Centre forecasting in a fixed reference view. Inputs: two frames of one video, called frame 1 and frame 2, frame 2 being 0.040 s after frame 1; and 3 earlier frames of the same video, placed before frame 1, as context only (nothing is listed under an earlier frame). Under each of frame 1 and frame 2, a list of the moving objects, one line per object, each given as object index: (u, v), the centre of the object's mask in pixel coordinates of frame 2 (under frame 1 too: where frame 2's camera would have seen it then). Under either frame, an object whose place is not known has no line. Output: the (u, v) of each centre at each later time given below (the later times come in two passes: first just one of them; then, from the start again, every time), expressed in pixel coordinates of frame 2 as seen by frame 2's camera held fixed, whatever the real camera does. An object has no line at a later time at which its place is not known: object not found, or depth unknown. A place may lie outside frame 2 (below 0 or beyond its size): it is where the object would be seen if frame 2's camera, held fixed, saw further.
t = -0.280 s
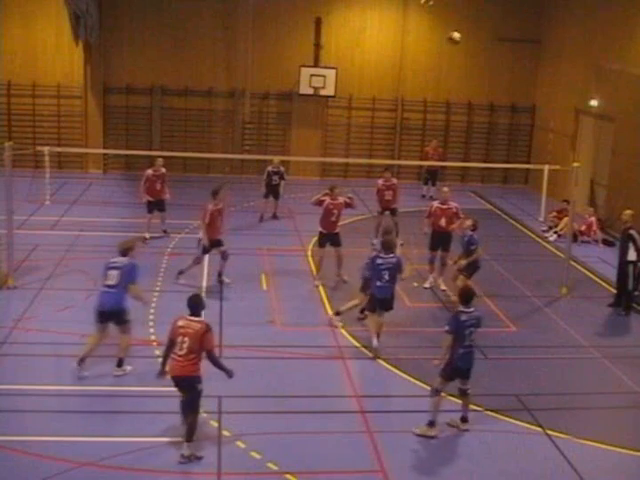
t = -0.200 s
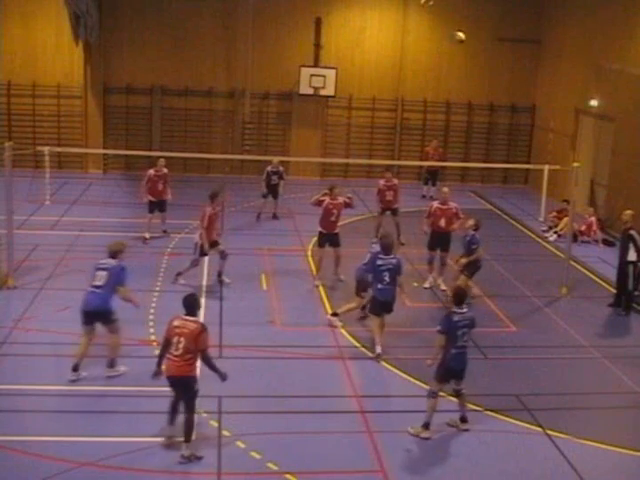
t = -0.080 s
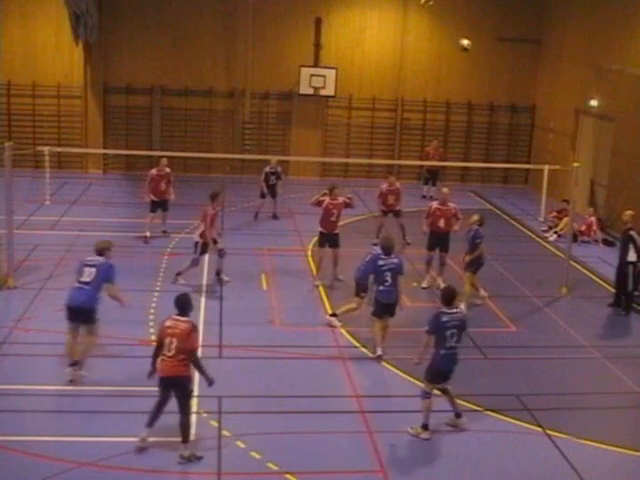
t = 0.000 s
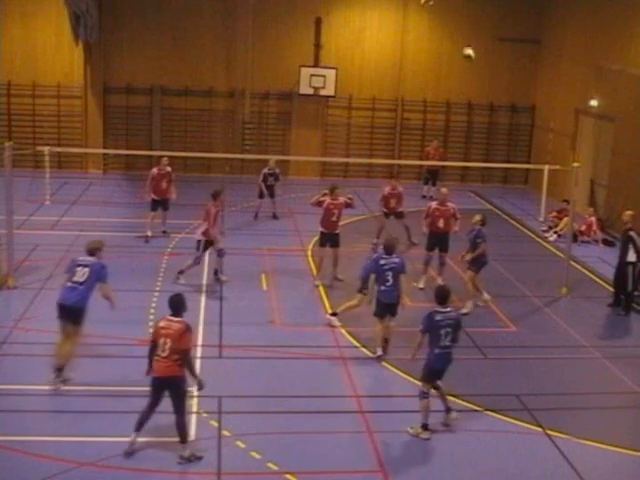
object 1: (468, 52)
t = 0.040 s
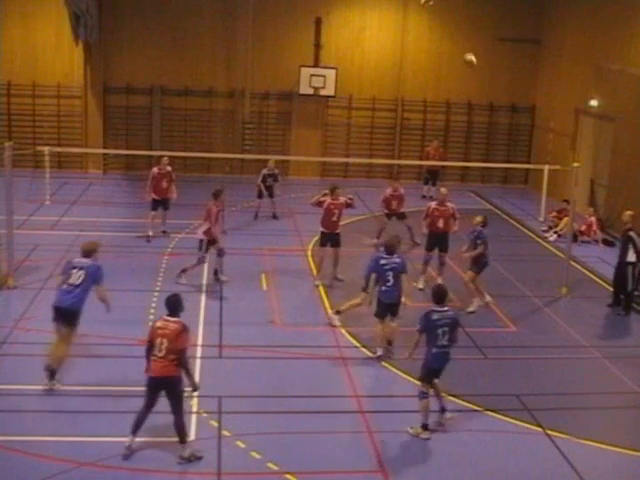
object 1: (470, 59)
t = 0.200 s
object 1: (476, 91)
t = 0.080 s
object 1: (472, 66)
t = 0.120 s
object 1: (473, 72)
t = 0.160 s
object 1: (475, 82)
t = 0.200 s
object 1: (476, 91)
